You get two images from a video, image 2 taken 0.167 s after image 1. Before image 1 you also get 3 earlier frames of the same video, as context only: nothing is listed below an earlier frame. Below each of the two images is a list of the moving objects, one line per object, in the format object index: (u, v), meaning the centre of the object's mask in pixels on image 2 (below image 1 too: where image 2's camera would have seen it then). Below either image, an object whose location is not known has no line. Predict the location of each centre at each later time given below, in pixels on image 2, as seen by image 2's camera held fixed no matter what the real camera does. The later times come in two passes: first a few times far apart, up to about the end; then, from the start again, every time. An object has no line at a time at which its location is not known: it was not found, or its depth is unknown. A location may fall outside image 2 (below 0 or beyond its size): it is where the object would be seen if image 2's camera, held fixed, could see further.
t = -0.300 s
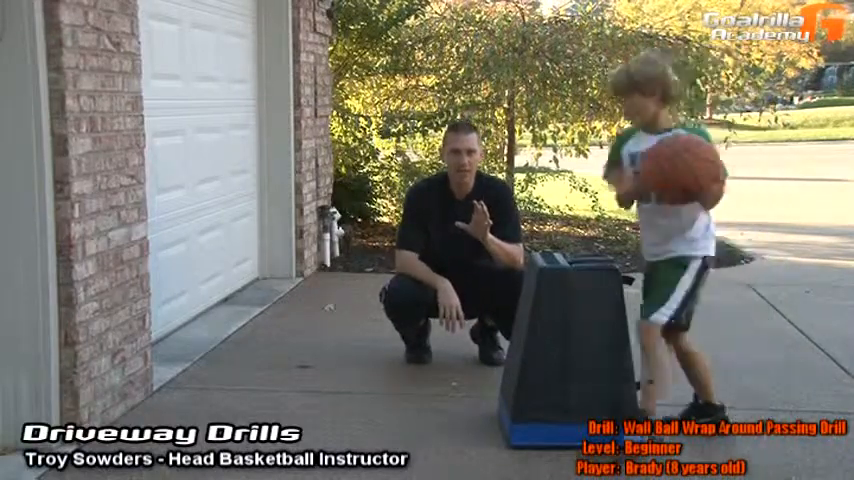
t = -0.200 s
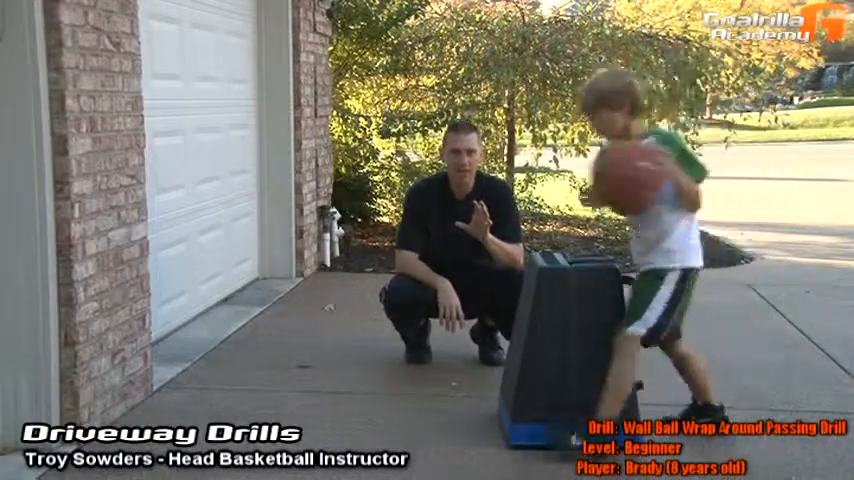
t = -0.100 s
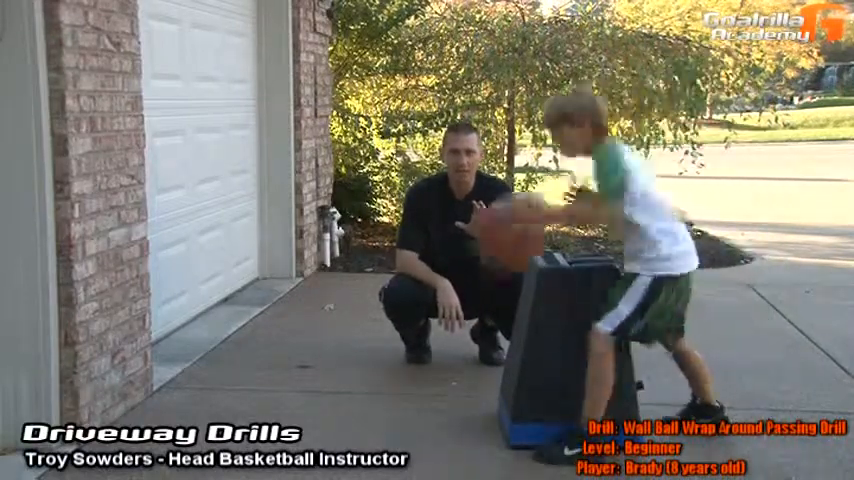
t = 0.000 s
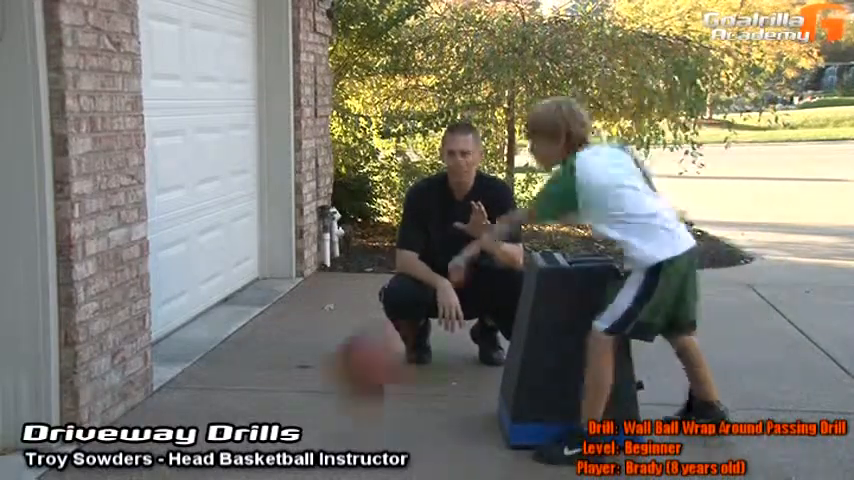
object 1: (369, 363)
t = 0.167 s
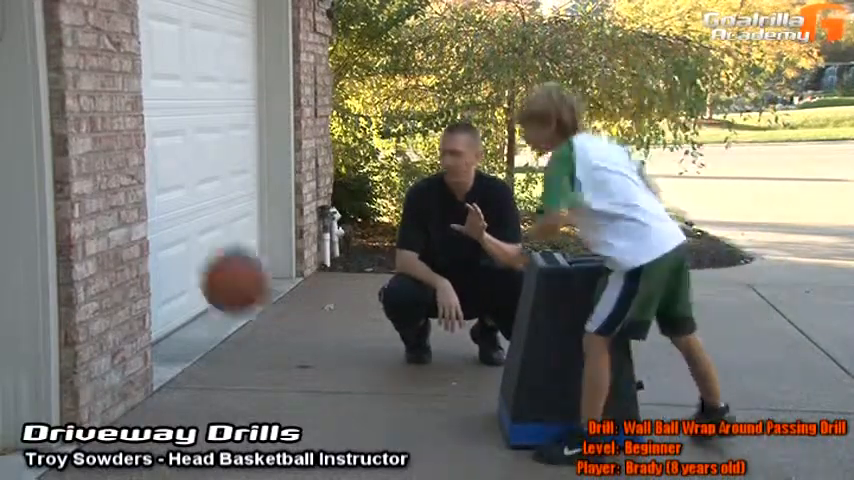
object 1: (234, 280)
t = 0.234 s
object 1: (192, 225)
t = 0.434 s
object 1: (163, 131)
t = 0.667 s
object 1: (296, 154)
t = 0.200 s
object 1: (215, 252)
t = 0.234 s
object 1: (192, 225)
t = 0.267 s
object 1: (171, 203)
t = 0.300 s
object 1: (149, 182)
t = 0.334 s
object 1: (128, 168)
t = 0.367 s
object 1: (127, 153)
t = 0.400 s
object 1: (144, 141)
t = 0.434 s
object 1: (163, 131)
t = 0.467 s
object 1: (182, 125)
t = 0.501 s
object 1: (202, 121)
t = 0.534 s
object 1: (221, 121)
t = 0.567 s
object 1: (238, 125)
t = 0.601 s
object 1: (258, 131)
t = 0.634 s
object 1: (281, 141)
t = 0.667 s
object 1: (296, 154)
